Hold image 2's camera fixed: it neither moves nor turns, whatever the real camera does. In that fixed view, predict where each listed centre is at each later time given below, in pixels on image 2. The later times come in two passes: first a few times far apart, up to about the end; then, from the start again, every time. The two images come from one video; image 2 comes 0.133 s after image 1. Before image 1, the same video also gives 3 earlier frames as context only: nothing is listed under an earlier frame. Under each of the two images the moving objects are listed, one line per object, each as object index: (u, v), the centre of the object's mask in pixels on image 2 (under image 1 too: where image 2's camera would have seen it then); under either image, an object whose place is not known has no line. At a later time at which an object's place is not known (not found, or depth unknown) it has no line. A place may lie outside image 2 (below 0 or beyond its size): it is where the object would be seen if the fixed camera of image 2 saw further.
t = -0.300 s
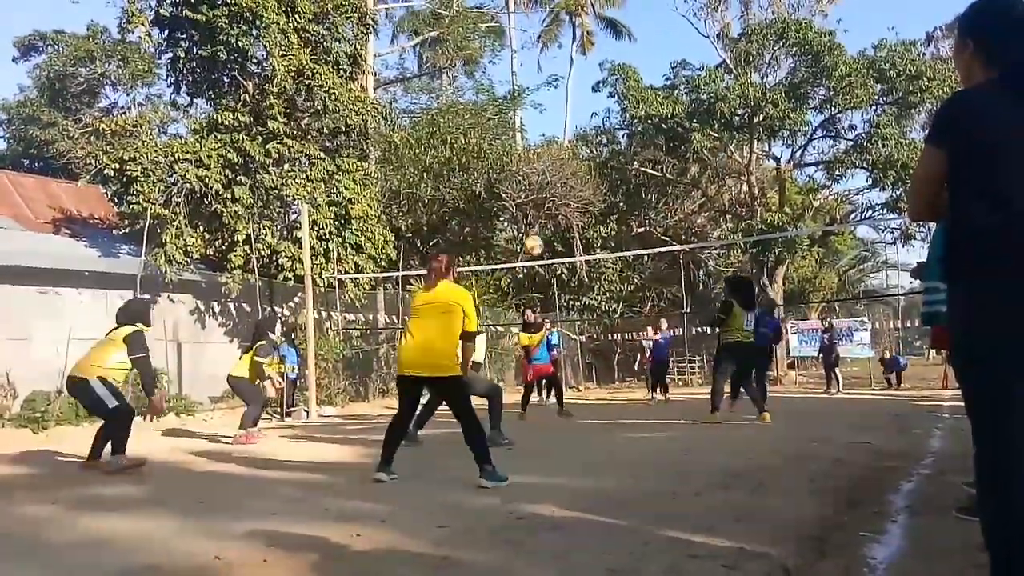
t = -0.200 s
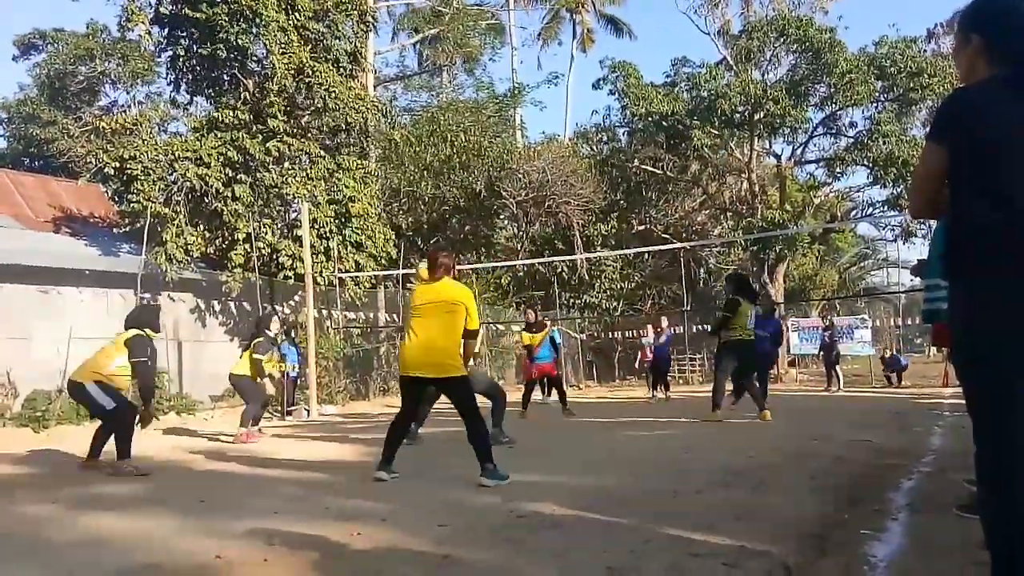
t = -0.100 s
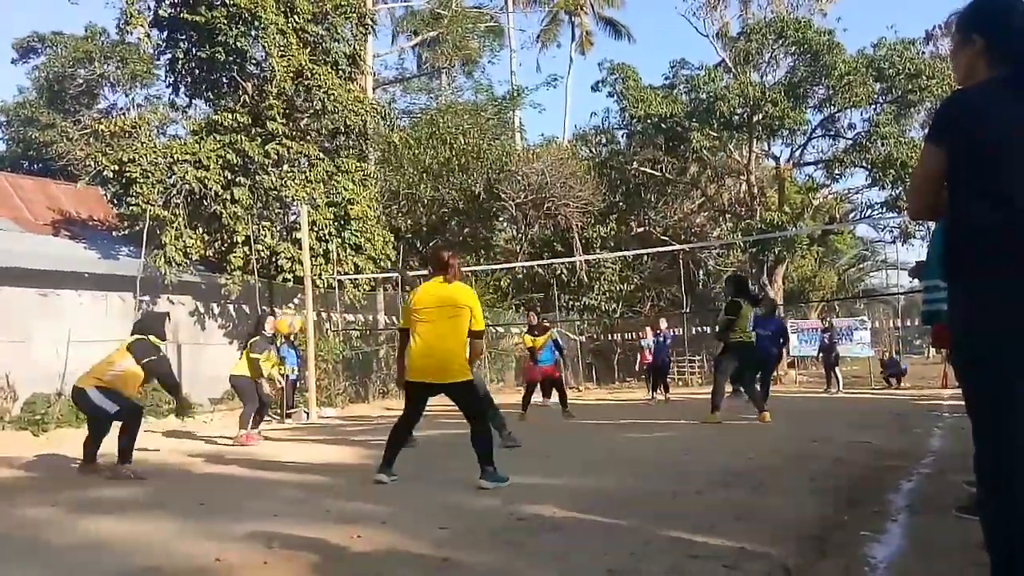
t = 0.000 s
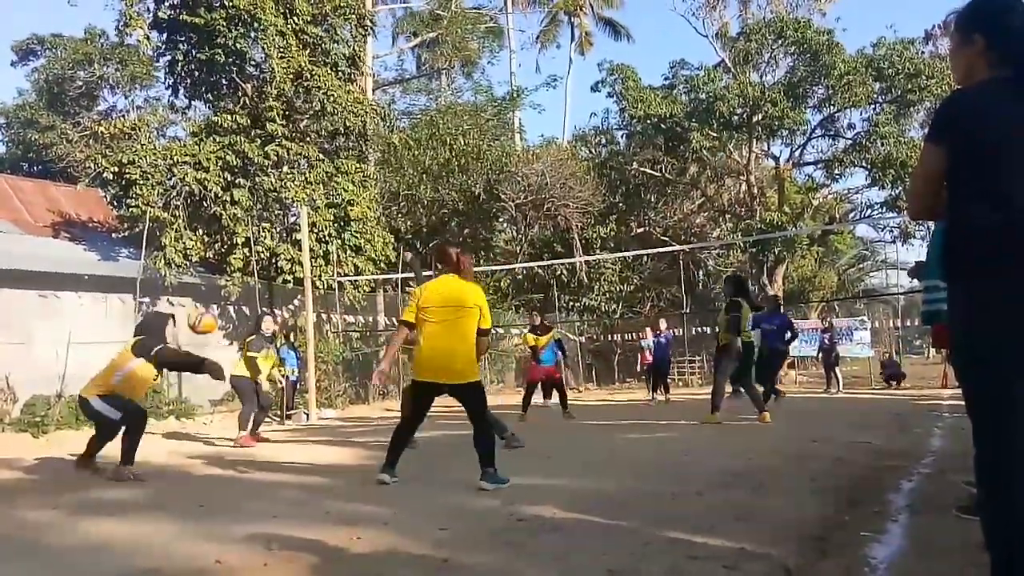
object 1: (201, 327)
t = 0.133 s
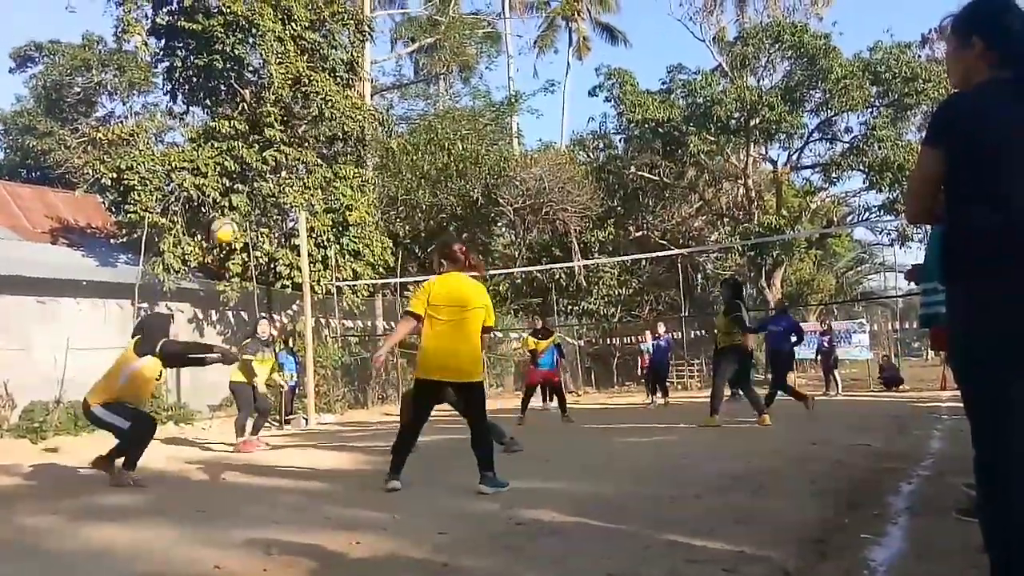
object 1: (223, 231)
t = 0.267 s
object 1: (241, 171)
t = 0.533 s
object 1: (266, 124)
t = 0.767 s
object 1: (283, 140)
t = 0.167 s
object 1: (229, 213)
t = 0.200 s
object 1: (234, 196)
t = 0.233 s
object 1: (238, 184)
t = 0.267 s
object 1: (241, 171)
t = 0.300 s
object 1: (245, 159)
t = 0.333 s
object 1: (248, 151)
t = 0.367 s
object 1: (251, 143)
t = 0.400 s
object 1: (255, 136)
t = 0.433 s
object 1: (259, 132)
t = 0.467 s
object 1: (260, 129)
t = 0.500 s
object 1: (263, 125)
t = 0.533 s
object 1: (266, 124)
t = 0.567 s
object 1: (269, 122)
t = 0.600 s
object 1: (270, 123)
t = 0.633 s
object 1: (272, 126)
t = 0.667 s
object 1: (276, 127)
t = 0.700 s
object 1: (278, 131)
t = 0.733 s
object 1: (279, 134)
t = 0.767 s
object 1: (283, 140)
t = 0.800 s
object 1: (286, 148)
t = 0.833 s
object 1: (287, 153)
